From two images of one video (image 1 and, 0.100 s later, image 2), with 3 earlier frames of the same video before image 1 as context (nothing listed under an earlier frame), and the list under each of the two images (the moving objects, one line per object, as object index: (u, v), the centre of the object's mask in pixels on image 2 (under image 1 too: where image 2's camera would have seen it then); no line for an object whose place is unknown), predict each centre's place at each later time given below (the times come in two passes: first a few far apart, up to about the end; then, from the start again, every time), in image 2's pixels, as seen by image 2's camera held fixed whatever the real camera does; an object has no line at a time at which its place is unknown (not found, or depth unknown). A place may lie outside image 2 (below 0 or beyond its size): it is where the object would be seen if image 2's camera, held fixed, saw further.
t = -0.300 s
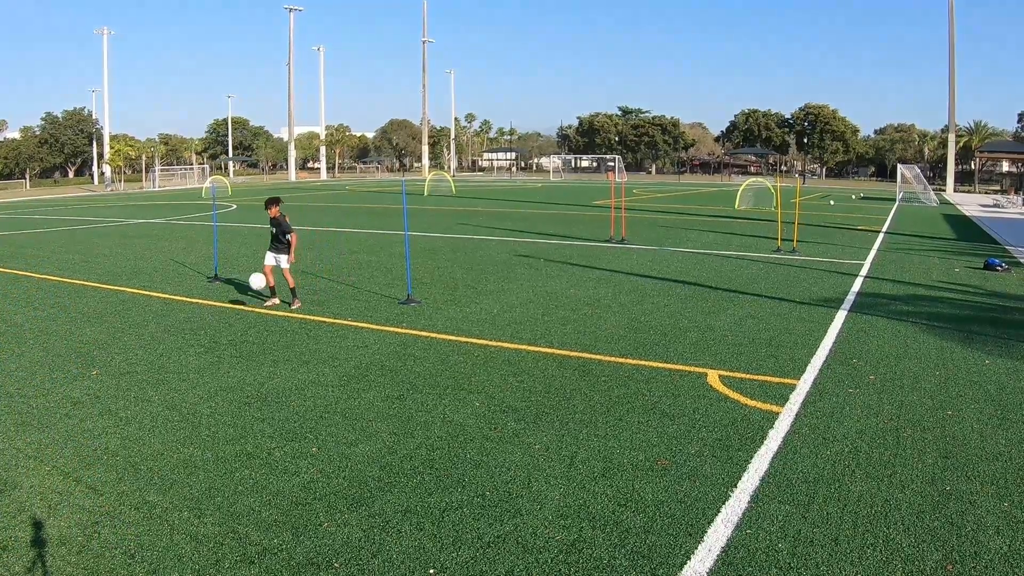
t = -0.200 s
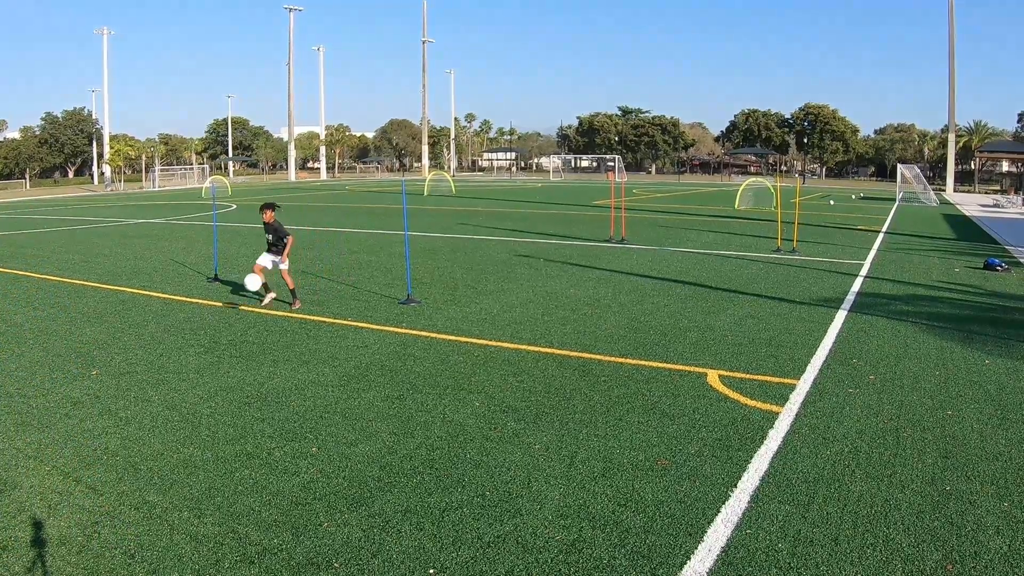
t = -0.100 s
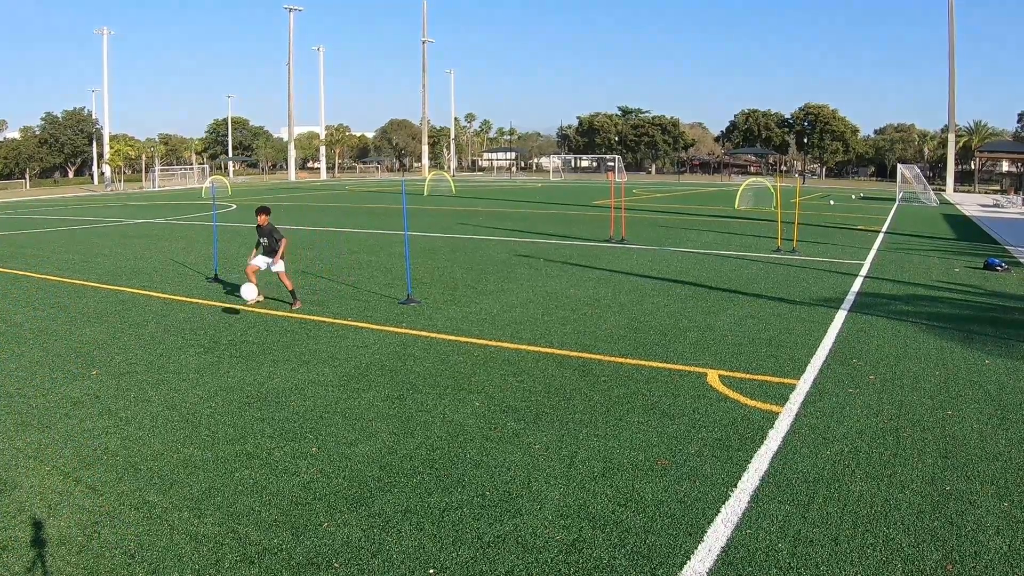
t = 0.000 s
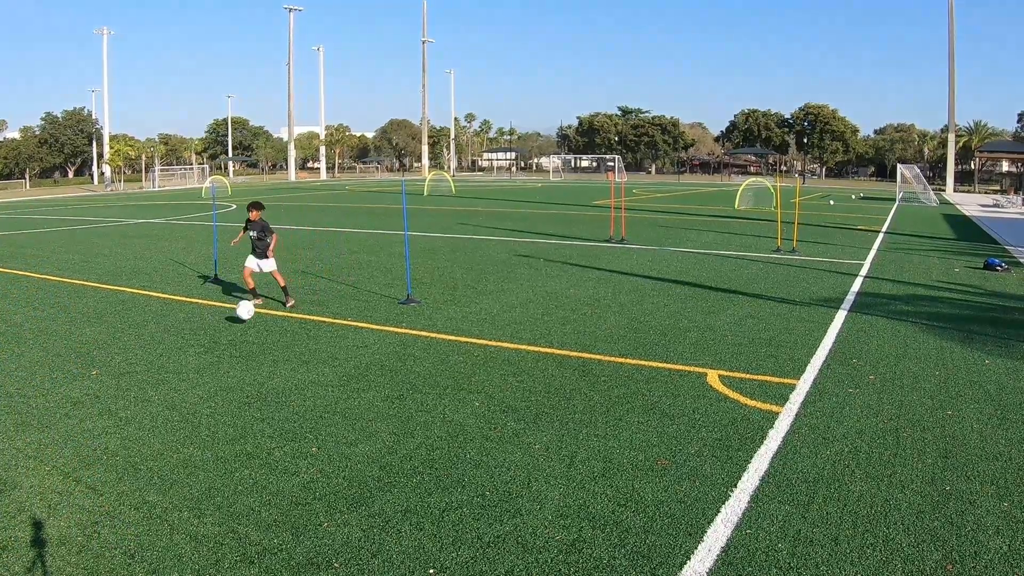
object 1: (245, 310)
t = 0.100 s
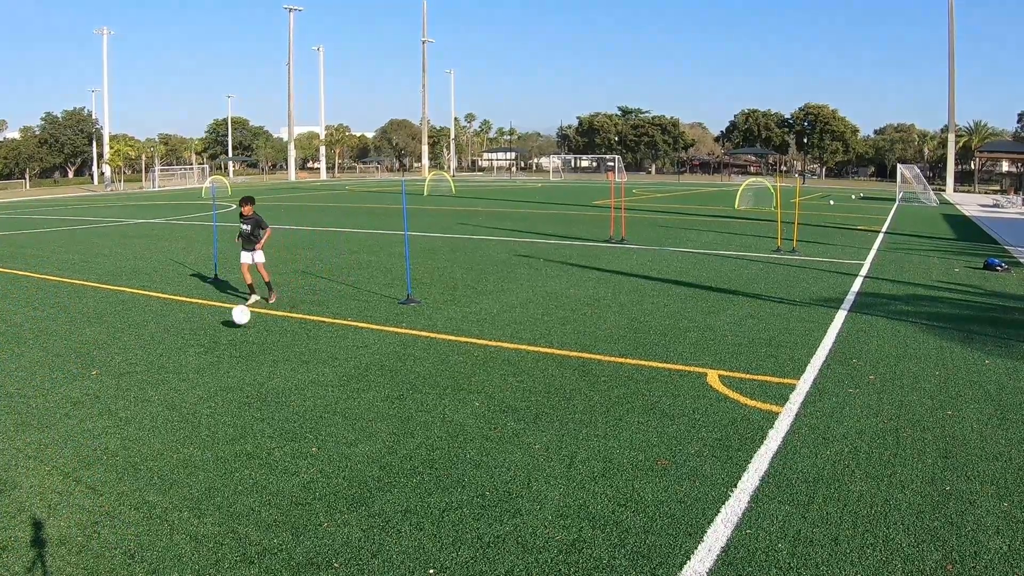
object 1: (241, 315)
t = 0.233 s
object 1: (234, 314)
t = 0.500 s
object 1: (222, 336)
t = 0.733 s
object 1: (211, 352)
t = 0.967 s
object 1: (199, 368)
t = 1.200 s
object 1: (186, 383)
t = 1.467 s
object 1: (171, 403)
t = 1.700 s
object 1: (156, 421)
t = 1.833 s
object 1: (148, 433)
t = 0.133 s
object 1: (239, 313)
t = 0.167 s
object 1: (237, 312)
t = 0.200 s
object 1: (236, 312)
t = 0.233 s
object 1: (234, 314)
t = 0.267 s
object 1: (233, 316)
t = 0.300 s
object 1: (231, 319)
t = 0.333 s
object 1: (230, 323)
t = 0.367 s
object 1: (228, 329)
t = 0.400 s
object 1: (226, 335)
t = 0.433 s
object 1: (225, 337)
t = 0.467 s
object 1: (223, 336)
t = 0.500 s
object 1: (222, 336)
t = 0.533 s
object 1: (220, 338)
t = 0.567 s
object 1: (219, 340)
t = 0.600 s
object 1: (217, 343)
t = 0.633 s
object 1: (216, 348)
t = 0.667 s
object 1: (214, 350)
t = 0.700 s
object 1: (213, 350)
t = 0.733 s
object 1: (211, 352)
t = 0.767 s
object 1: (210, 354)
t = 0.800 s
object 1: (208, 358)
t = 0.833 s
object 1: (207, 360)
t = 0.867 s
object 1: (205, 361)
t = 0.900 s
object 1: (203, 364)
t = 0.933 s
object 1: (201, 367)
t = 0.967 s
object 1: (199, 368)
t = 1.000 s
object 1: (197, 370)
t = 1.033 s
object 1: (196, 373)
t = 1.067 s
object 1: (194, 375)
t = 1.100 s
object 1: (192, 376)
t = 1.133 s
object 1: (189, 379)
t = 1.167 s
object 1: (188, 381)
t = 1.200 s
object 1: (186, 383)
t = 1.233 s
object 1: (184, 386)
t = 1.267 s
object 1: (182, 388)
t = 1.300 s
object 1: (181, 391)
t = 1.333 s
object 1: (179, 393)
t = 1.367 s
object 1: (177, 396)
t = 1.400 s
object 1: (175, 398)
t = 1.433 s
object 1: (173, 400)
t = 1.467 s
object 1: (171, 403)
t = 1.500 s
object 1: (169, 405)
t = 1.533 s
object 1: (167, 408)
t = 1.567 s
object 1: (165, 411)
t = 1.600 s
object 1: (163, 413)
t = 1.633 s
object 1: (160, 415)
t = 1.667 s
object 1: (158, 418)
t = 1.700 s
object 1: (156, 421)
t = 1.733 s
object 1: (154, 424)
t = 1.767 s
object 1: (152, 427)
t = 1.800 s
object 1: (150, 430)
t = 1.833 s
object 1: (148, 433)
